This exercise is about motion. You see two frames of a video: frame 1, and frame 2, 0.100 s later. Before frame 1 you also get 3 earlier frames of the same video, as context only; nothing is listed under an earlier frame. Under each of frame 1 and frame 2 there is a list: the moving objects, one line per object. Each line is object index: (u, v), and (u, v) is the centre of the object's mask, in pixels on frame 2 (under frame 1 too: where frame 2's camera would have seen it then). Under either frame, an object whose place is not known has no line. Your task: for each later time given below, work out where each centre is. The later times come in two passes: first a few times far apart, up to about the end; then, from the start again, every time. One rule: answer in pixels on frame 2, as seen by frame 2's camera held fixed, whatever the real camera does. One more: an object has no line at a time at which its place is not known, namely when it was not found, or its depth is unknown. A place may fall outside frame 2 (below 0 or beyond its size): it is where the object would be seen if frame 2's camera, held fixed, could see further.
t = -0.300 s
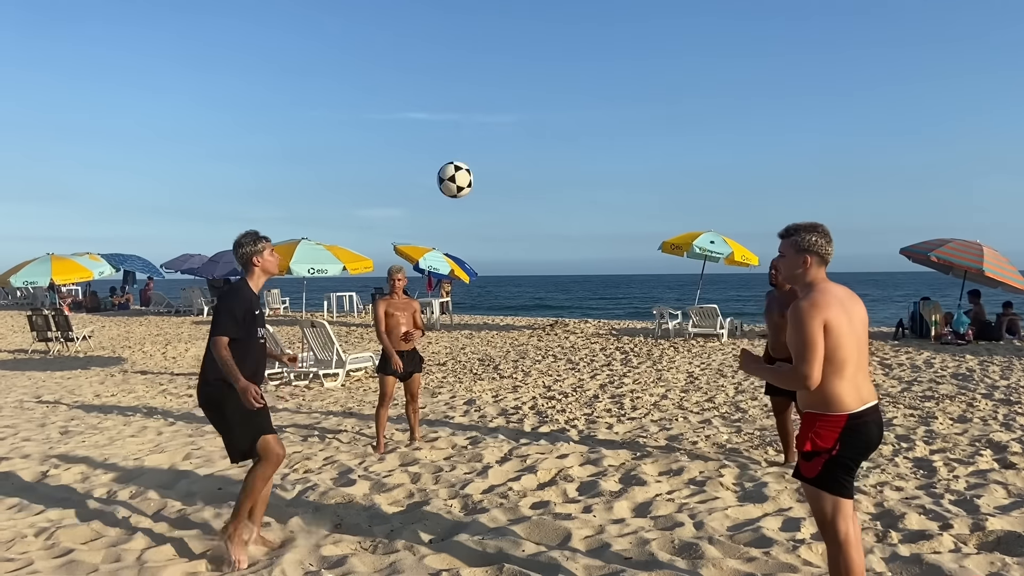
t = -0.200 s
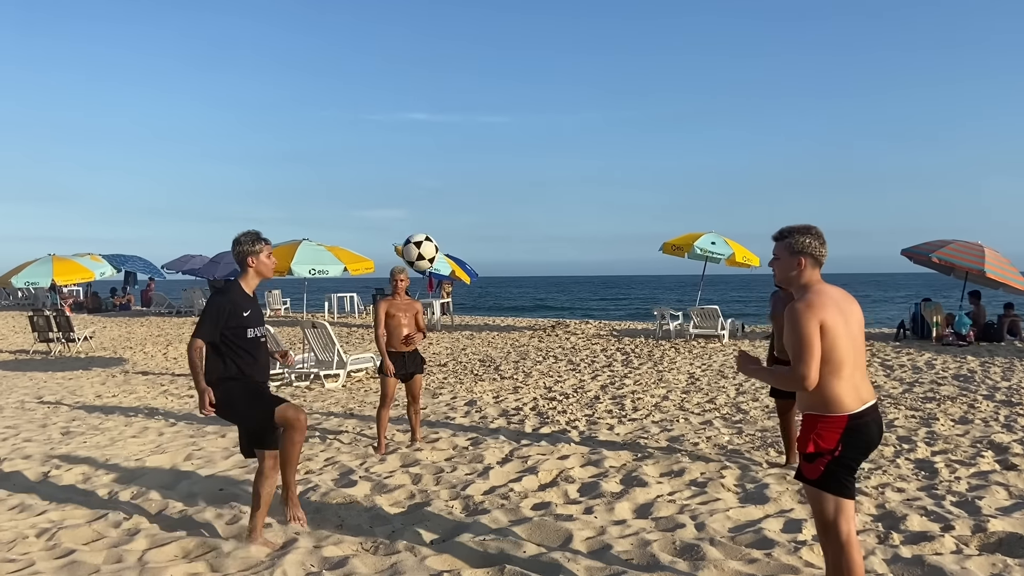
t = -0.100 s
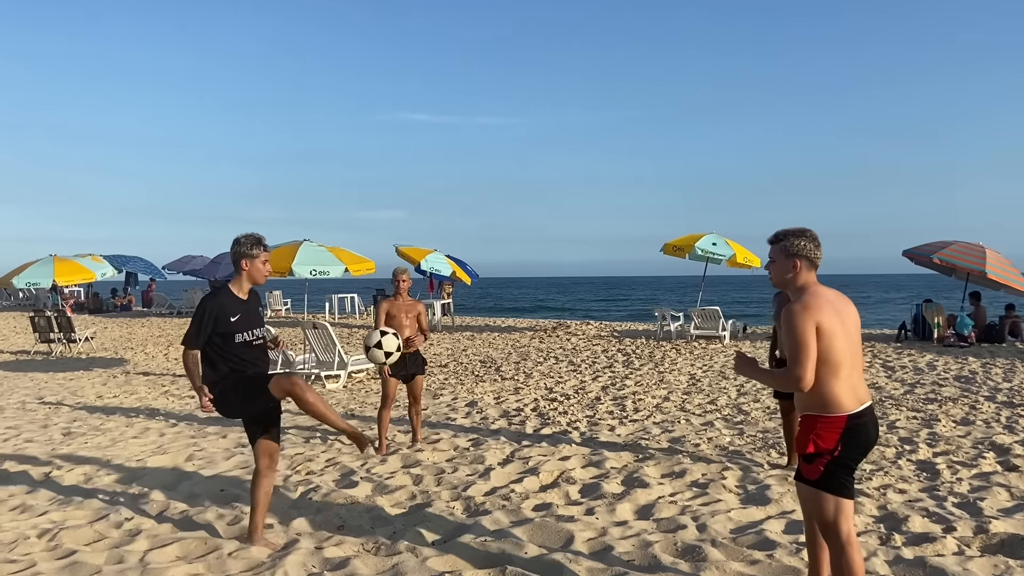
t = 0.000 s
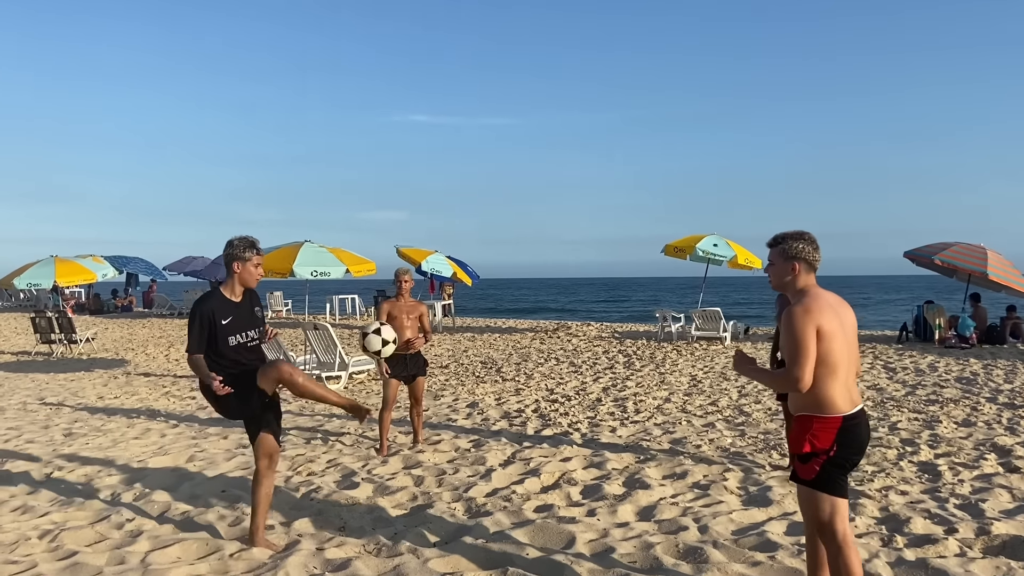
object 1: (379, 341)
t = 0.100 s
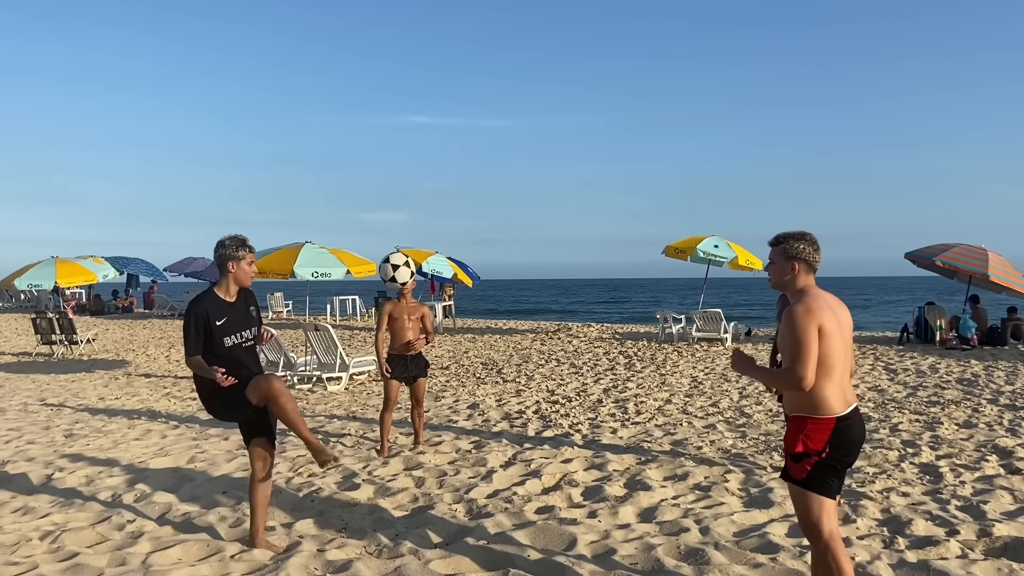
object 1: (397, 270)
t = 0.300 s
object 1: (429, 192)
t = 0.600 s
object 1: (467, 196)
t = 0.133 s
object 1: (403, 252)
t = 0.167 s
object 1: (408, 235)
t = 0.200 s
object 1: (414, 222)
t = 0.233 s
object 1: (419, 210)
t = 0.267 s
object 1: (424, 200)
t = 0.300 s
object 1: (429, 192)
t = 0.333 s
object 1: (434, 186)
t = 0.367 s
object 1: (438, 182)
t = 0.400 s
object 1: (443, 179)
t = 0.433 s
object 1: (447, 178)
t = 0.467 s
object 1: (451, 179)
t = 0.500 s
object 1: (455, 181)
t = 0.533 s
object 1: (459, 185)
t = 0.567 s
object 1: (463, 189)
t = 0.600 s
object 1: (467, 196)
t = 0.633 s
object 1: (471, 203)
